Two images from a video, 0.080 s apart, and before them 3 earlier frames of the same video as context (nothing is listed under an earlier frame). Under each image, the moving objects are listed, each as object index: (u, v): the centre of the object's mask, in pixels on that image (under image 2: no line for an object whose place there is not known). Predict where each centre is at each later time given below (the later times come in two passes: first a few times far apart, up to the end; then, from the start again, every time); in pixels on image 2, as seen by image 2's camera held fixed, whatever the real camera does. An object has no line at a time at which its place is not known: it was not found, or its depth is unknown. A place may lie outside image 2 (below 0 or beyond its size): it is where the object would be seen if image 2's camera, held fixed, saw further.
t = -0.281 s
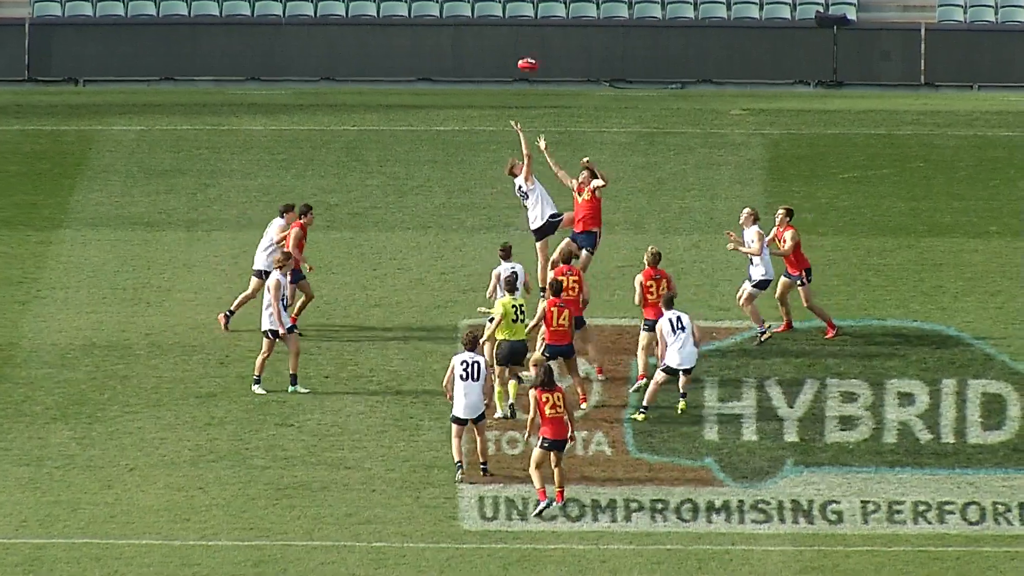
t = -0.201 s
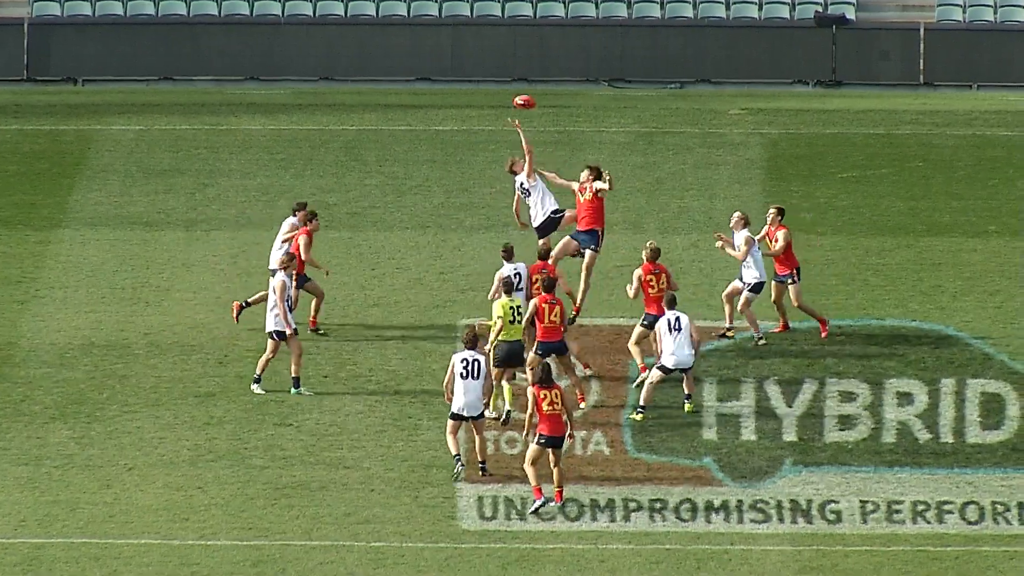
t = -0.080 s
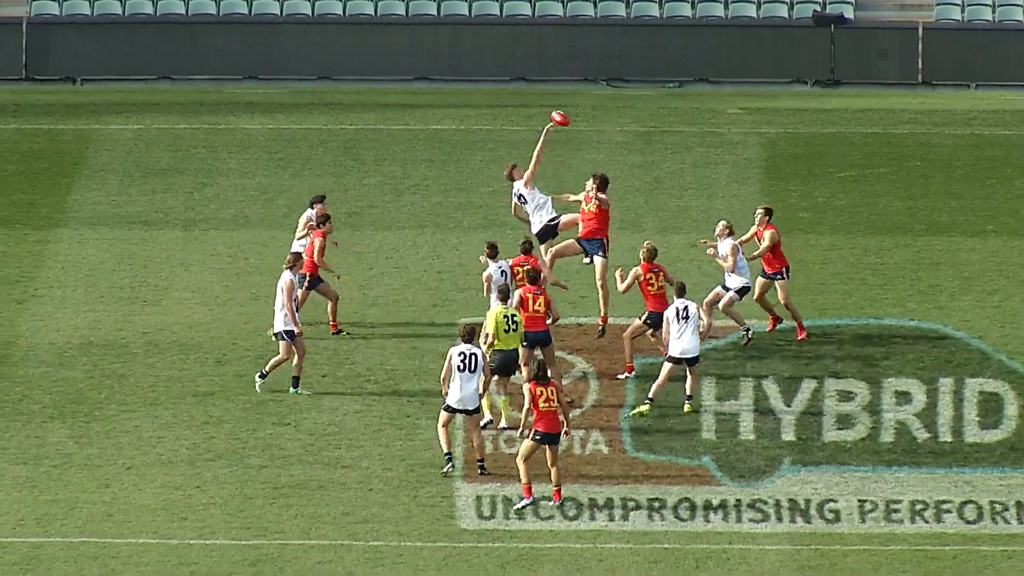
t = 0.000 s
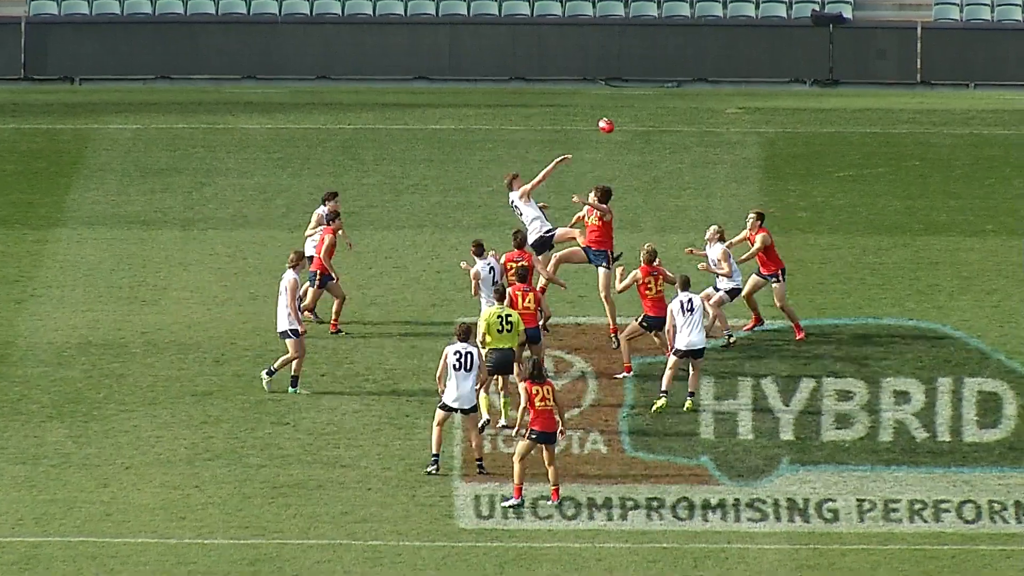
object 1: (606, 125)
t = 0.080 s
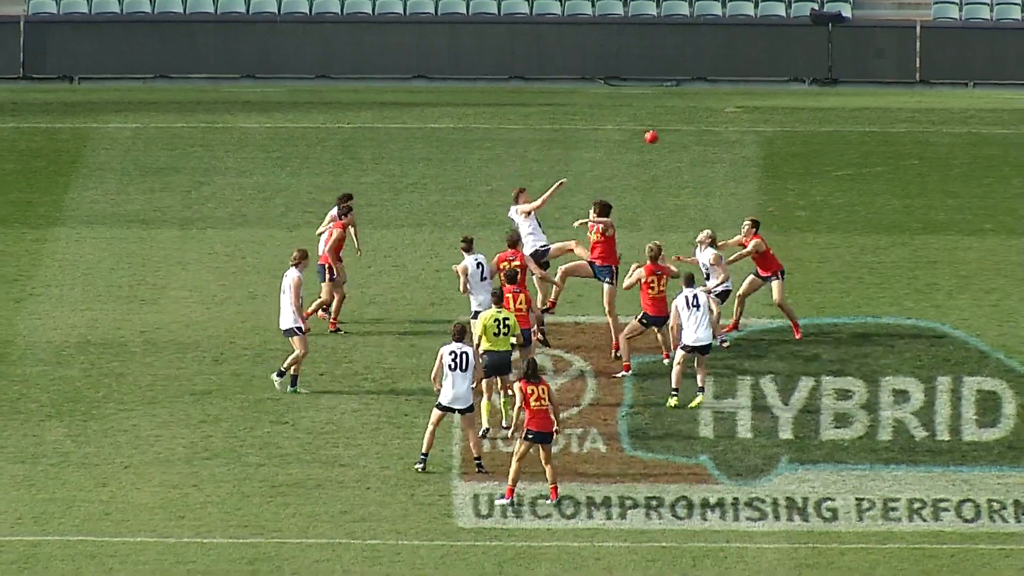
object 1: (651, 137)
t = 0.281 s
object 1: (763, 186)
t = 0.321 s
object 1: (784, 198)
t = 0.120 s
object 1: (674, 144)
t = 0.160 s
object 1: (696, 153)
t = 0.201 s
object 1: (718, 163)
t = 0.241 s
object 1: (740, 174)
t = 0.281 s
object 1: (763, 186)
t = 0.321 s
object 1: (784, 198)
